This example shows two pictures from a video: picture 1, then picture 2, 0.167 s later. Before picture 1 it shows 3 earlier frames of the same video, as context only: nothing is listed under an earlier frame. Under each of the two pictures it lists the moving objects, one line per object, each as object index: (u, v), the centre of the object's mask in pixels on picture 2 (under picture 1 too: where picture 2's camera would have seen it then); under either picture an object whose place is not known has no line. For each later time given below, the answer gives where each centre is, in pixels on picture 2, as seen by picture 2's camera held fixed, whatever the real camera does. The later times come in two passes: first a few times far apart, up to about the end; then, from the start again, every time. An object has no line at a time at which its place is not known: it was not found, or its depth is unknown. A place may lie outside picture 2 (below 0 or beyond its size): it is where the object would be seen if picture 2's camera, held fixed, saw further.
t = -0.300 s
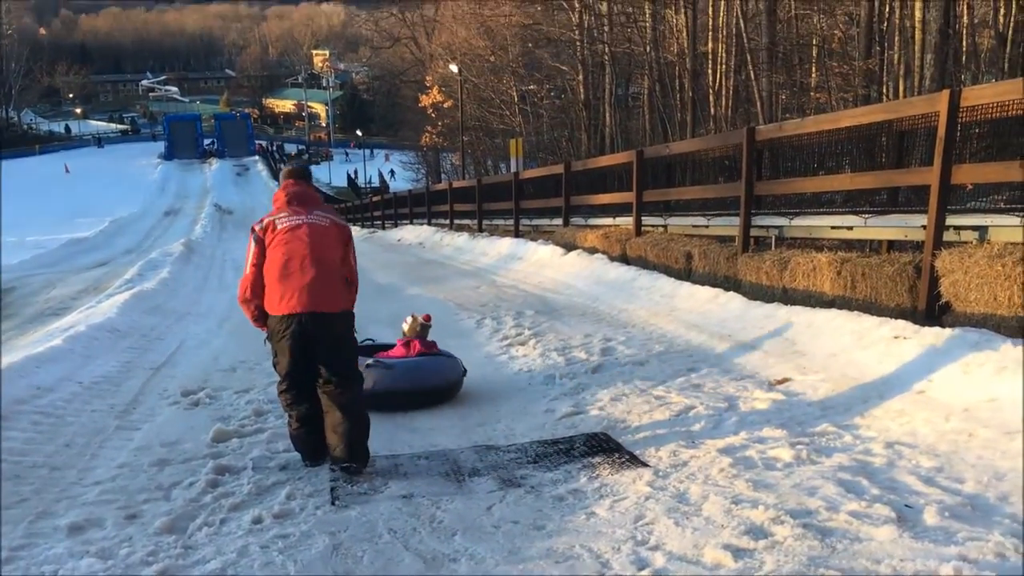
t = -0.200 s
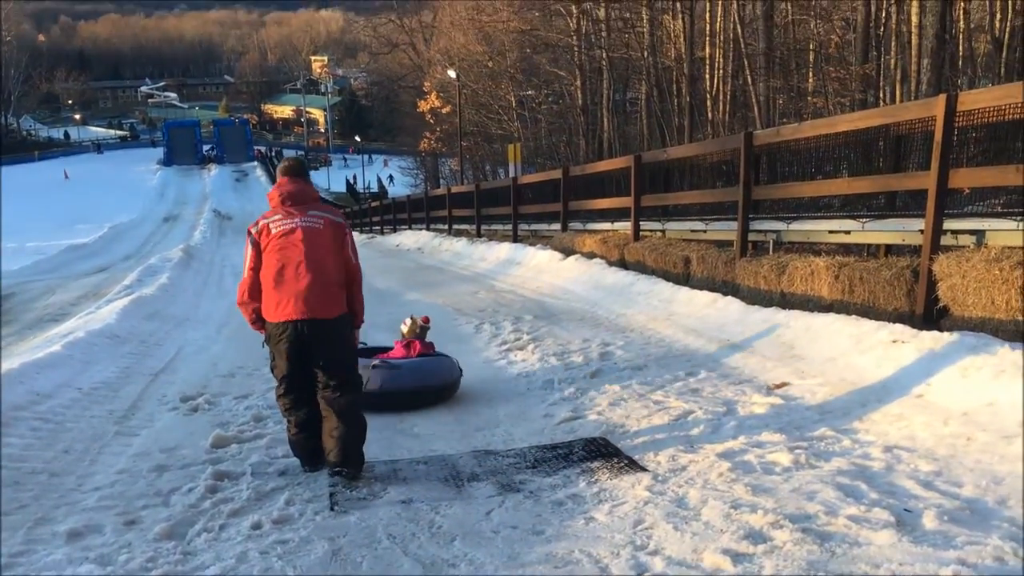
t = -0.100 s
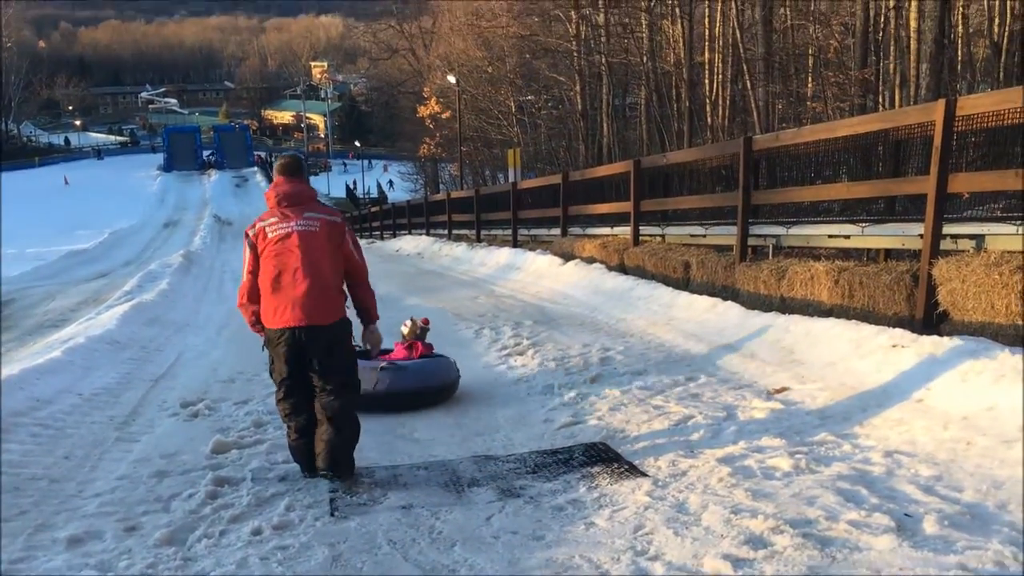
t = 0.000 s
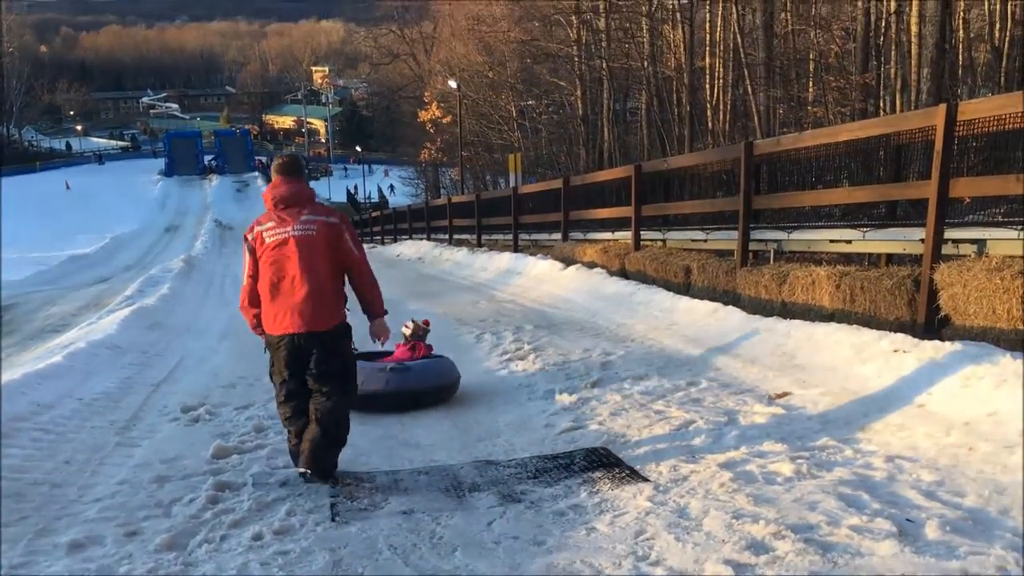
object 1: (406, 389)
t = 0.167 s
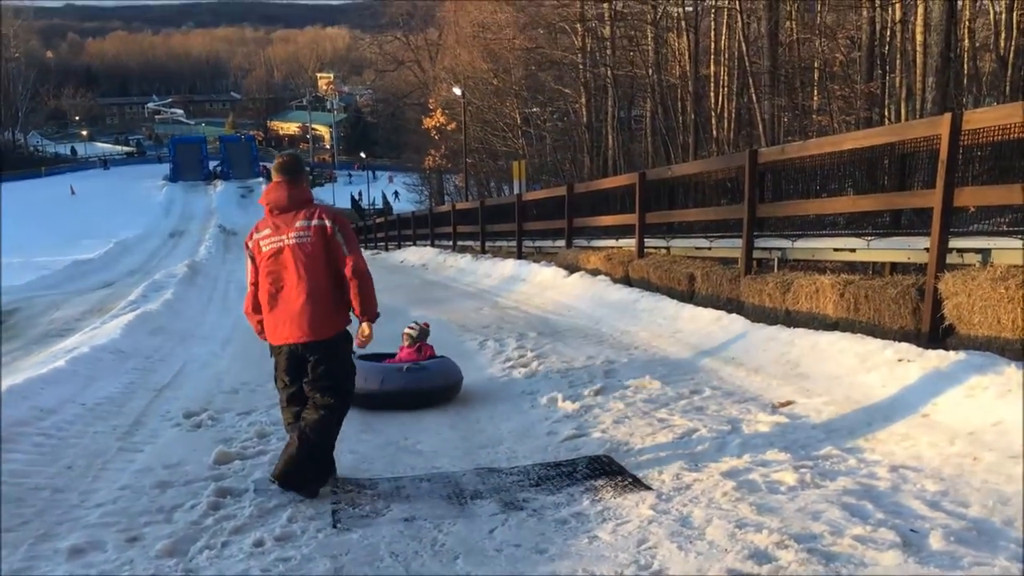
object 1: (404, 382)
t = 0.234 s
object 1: (403, 379)
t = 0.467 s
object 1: (403, 371)
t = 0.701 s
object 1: (406, 362)
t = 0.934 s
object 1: (412, 354)
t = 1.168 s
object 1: (416, 346)
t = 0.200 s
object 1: (404, 381)
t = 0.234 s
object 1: (403, 379)
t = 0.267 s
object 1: (402, 378)
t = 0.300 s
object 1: (402, 376)
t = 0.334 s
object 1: (403, 375)
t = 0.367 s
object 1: (403, 374)
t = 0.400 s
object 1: (403, 373)
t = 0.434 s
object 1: (403, 372)
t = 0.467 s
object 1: (403, 371)
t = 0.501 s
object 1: (403, 369)
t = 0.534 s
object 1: (403, 368)
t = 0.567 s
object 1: (403, 367)
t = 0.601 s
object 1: (403, 366)
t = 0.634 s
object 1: (404, 364)
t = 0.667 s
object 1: (405, 363)
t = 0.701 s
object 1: (406, 362)
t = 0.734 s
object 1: (407, 361)
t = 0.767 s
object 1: (408, 360)
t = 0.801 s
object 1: (409, 358)
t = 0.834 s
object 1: (409, 357)
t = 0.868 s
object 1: (410, 356)
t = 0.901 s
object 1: (411, 355)
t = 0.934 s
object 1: (412, 354)
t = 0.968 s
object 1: (412, 352)
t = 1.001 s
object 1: (413, 351)
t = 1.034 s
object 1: (413, 350)
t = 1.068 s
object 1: (414, 349)
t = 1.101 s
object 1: (414, 348)
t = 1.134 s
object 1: (415, 347)
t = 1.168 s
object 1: (416, 346)
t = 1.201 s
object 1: (416, 344)
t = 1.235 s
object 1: (417, 343)
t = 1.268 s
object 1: (417, 343)
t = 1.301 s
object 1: (417, 341)
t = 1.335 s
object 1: (418, 340)
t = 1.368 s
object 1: (418, 339)
